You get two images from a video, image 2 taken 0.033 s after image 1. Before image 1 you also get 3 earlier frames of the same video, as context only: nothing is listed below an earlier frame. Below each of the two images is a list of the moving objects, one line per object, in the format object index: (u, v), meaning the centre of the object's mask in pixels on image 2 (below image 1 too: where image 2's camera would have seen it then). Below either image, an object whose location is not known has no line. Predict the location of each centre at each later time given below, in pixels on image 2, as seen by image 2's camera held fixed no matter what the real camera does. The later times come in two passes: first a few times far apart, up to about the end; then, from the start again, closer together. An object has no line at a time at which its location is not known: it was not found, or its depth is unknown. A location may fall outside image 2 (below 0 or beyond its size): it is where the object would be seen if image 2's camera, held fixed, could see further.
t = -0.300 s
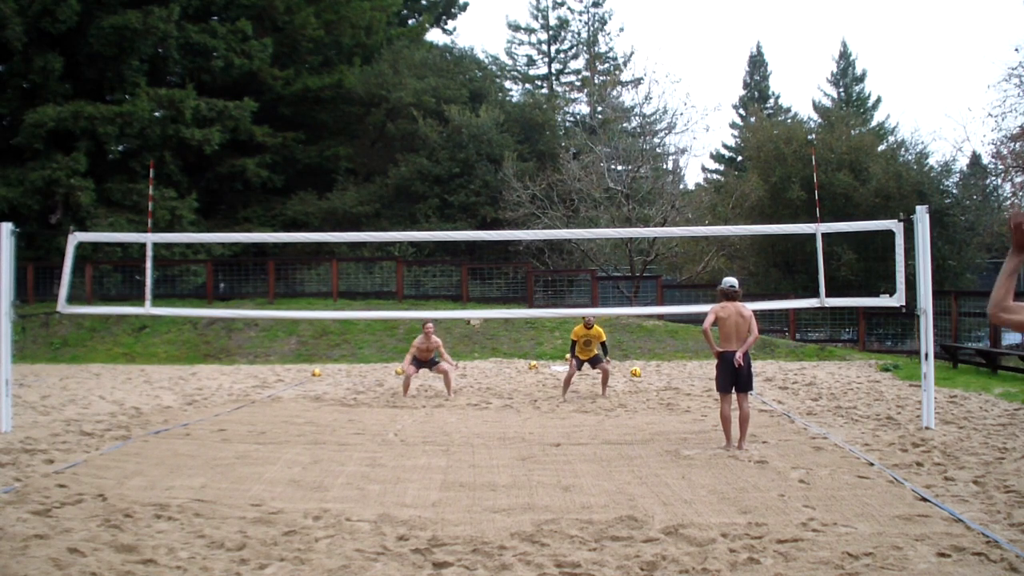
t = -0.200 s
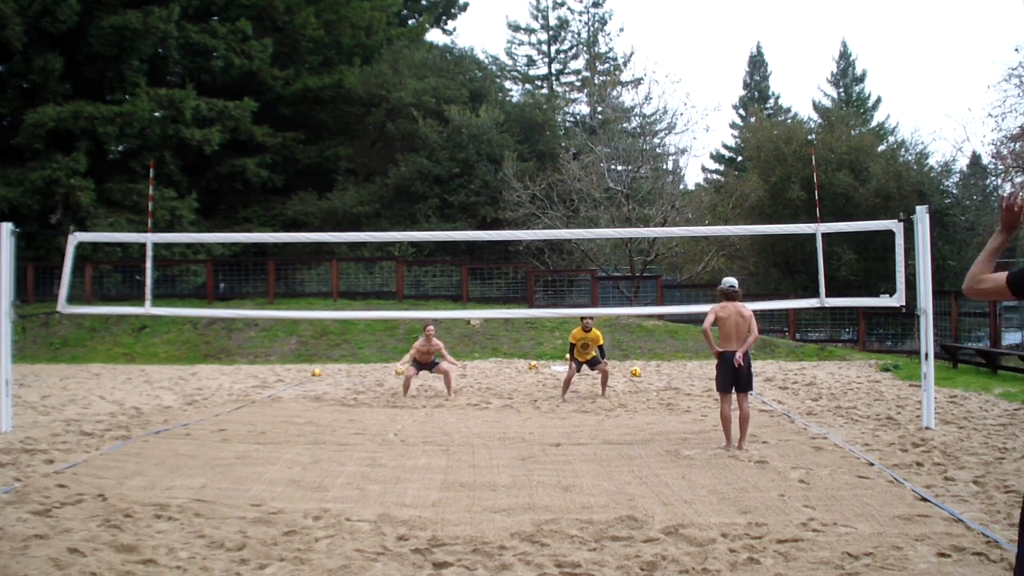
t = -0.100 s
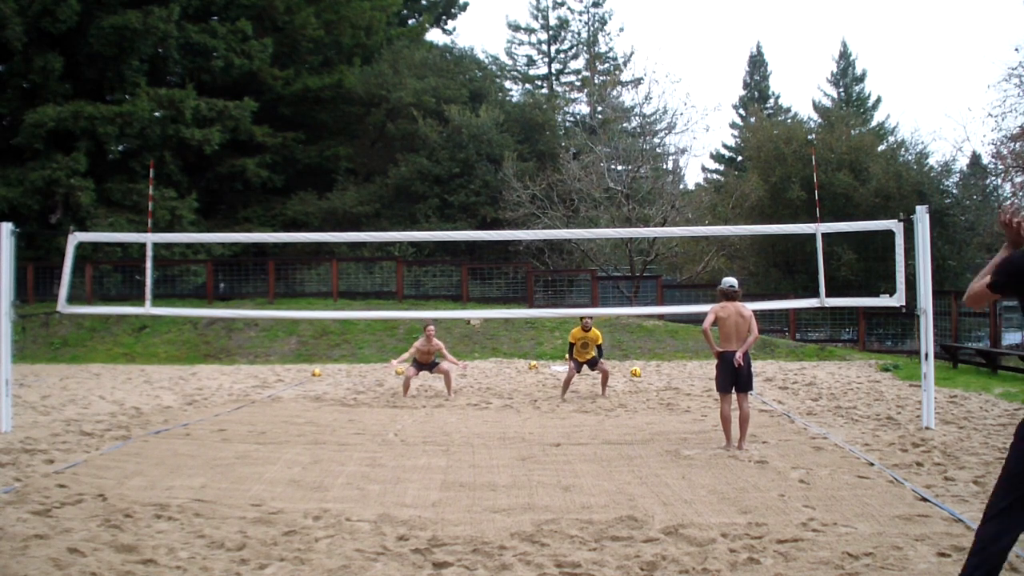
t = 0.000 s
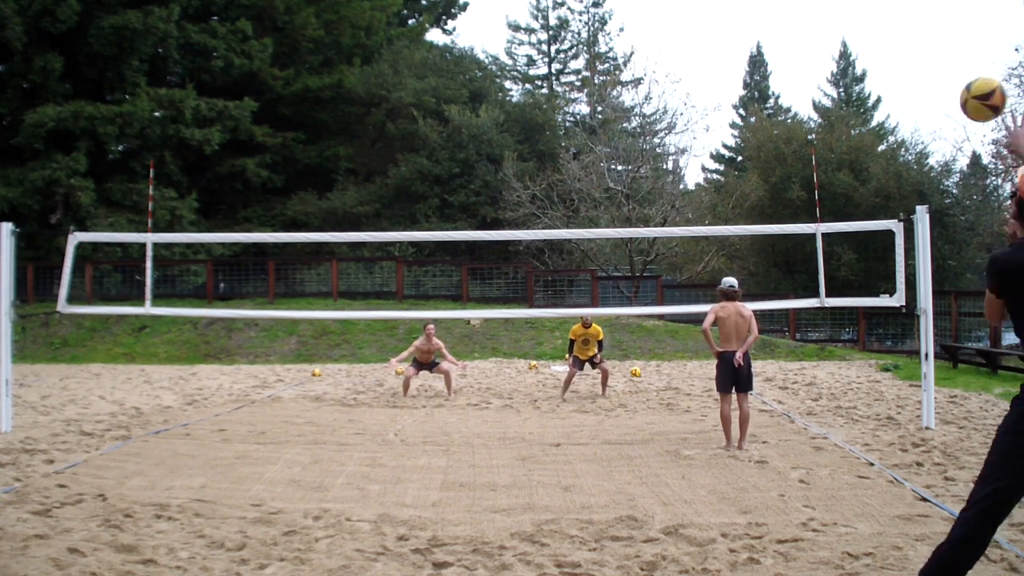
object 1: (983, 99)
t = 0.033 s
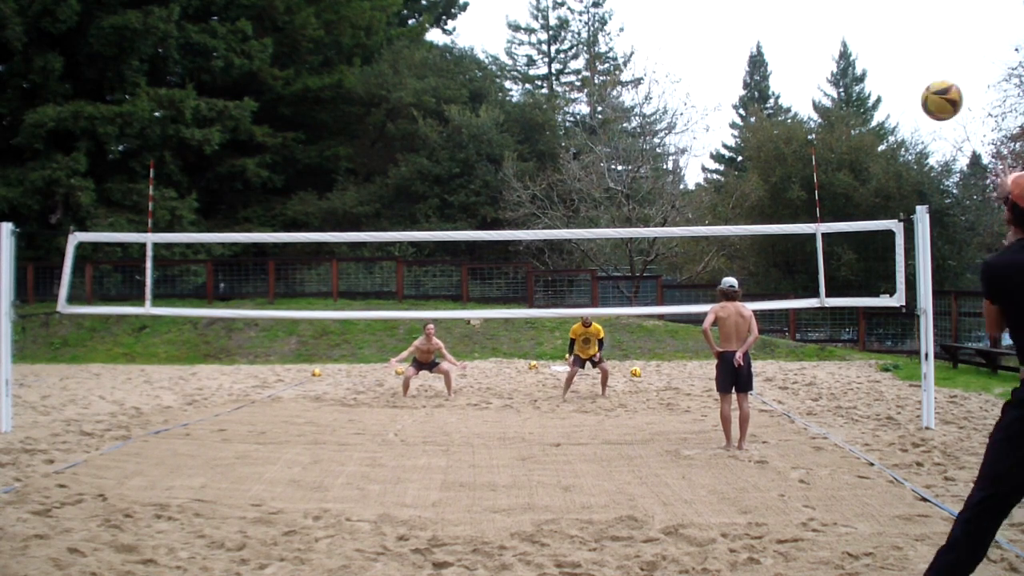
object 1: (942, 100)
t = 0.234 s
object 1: (806, 126)
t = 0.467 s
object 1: (738, 182)
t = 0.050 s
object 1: (924, 101)
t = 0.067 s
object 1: (908, 102)
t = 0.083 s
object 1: (893, 104)
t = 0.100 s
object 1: (879, 106)
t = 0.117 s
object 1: (867, 108)
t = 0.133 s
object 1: (857, 110)
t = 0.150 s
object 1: (847, 111)
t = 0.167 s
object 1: (836, 114)
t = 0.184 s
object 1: (828, 116)
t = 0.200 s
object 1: (820, 119)
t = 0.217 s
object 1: (813, 122)
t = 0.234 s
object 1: (806, 126)
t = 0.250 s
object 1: (799, 129)
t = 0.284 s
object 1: (787, 136)
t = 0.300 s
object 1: (781, 140)
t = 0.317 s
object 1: (776, 144)
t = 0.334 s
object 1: (771, 148)
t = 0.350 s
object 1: (766, 152)
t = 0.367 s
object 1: (762, 156)
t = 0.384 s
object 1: (757, 160)
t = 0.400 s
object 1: (753, 164)
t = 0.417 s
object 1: (749, 169)
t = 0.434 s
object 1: (746, 173)
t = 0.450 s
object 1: (742, 177)
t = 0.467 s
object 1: (738, 182)
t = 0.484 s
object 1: (734, 187)
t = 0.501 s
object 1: (731, 192)
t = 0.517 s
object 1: (727, 196)
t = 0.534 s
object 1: (724, 200)
